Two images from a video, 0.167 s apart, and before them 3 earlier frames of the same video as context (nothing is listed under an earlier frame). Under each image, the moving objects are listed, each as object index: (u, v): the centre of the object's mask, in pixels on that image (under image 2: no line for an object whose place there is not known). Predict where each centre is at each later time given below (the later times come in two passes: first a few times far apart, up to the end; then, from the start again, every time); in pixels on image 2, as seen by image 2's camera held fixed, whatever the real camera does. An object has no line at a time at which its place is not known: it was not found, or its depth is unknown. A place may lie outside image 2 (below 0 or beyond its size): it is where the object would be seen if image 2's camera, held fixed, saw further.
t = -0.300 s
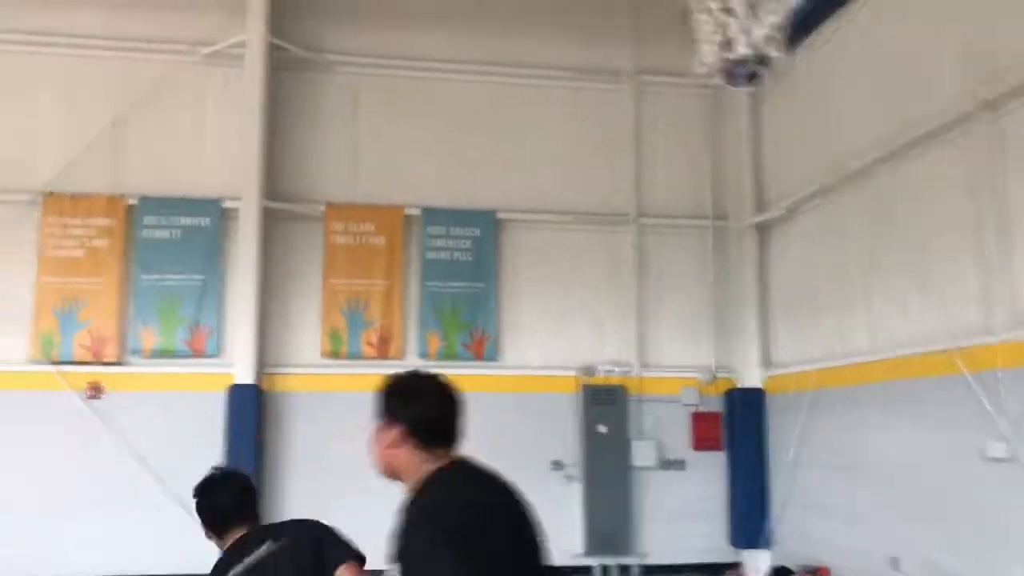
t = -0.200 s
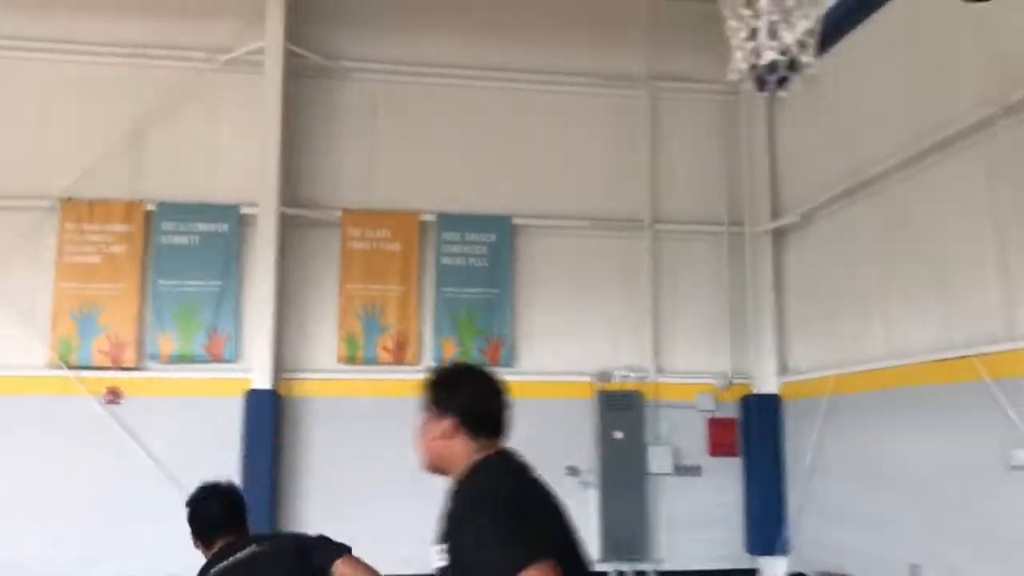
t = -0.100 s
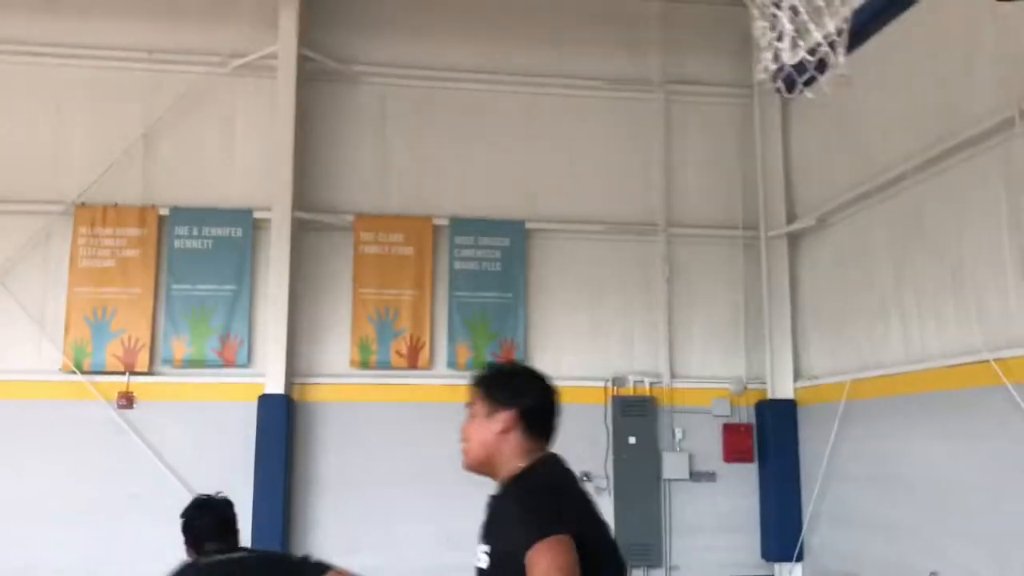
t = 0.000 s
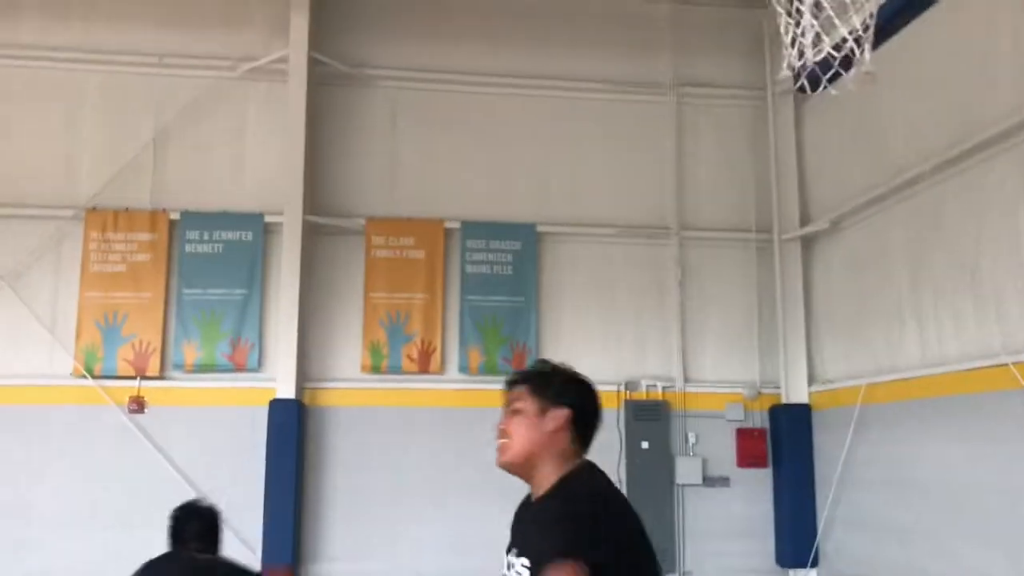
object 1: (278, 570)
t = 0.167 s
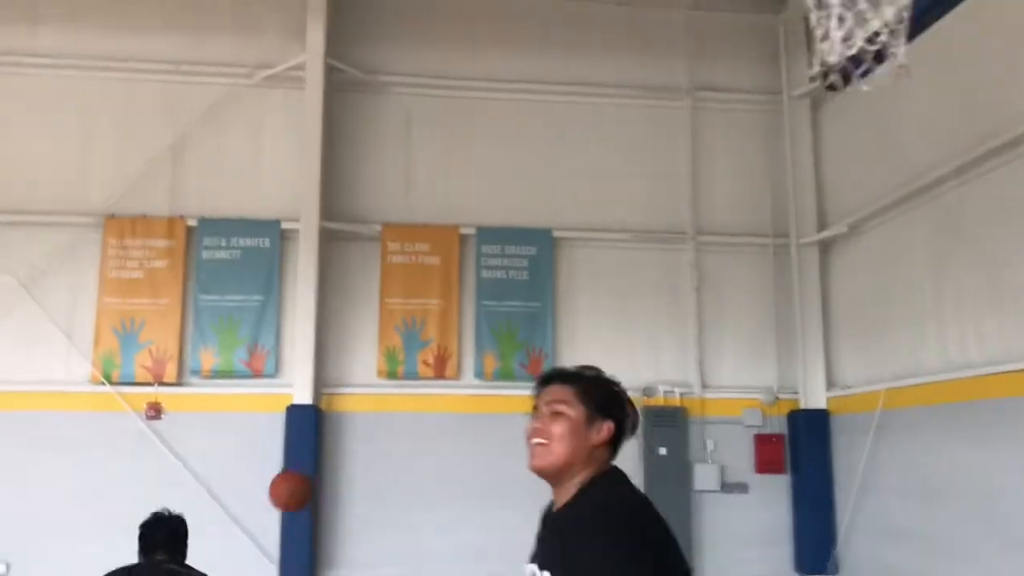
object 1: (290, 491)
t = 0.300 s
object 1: (284, 449)
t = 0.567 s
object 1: (269, 459)
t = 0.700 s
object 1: (262, 504)
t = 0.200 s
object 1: (289, 477)
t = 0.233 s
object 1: (286, 466)
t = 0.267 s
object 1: (285, 456)
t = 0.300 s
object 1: (284, 449)
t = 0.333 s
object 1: (282, 444)
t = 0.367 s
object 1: (279, 440)
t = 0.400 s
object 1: (278, 439)
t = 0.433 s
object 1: (277, 440)
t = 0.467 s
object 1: (275, 442)
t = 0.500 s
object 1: (273, 446)
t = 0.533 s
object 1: (272, 452)
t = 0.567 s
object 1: (269, 459)
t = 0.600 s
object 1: (268, 468)
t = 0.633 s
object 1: (266, 479)
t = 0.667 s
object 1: (264, 490)
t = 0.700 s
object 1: (262, 504)
